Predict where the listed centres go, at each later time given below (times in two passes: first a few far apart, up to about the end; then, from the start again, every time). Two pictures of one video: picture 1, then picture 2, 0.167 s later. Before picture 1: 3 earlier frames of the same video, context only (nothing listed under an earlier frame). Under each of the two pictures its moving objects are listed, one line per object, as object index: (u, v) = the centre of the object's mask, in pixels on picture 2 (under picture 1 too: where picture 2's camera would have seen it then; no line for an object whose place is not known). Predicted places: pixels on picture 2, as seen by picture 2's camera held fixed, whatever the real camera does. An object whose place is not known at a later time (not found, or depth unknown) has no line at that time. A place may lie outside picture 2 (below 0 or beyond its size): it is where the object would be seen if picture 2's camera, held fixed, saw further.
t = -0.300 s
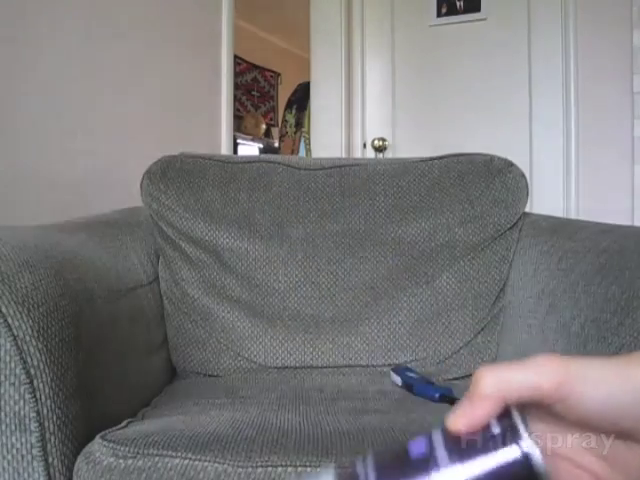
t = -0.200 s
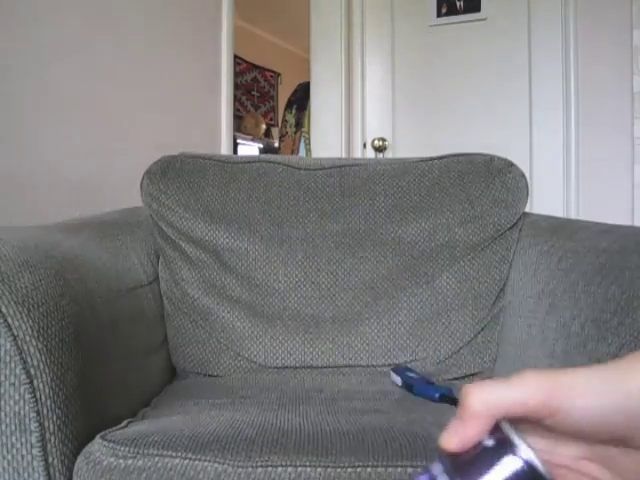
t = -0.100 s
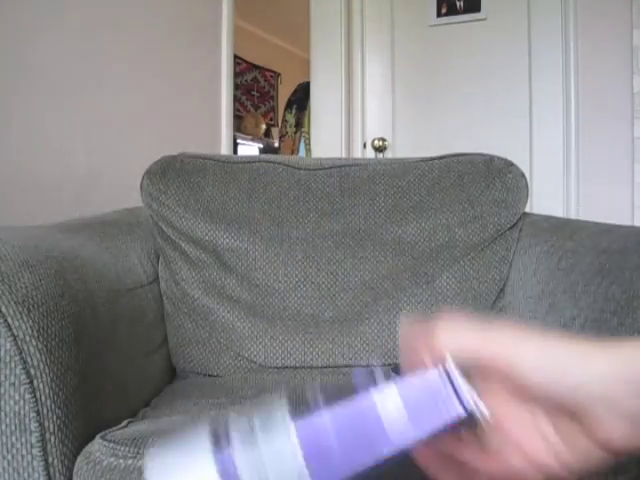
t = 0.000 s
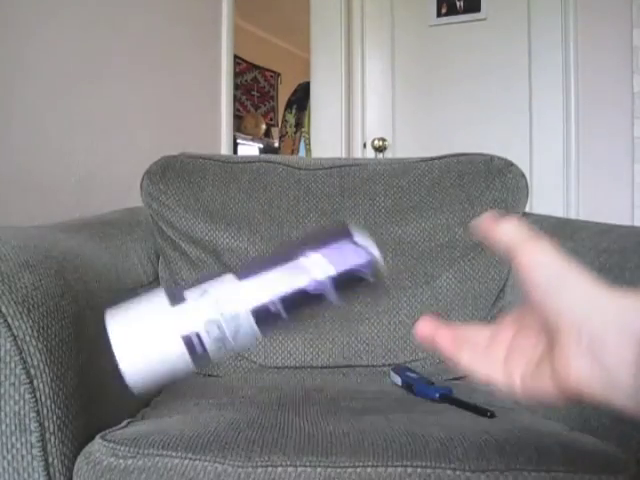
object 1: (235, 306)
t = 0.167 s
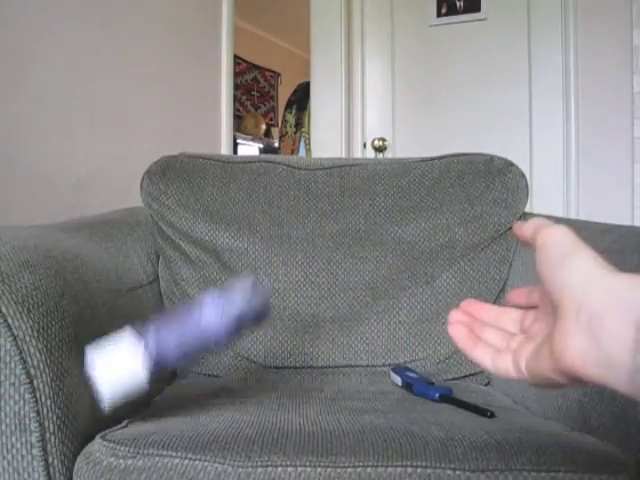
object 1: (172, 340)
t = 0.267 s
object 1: (172, 393)
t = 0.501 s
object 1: (177, 390)
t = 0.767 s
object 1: (161, 391)
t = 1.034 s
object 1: (159, 391)
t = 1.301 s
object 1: (159, 391)
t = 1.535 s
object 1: (159, 391)
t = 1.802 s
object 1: (159, 391)
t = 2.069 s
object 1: (160, 391)
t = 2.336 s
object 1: (160, 391)
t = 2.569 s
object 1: (160, 391)
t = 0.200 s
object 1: (169, 366)
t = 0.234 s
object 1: (168, 390)
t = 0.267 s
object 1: (172, 393)
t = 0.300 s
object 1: (175, 386)
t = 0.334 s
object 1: (175, 383)
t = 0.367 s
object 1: (176, 389)
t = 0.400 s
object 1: (178, 391)
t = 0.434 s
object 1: (179, 389)
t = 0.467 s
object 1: (179, 390)
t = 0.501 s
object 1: (177, 390)
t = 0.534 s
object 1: (175, 390)
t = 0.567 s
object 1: (174, 390)
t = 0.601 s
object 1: (172, 390)
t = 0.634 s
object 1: (169, 390)
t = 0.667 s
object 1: (167, 390)
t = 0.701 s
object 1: (165, 391)
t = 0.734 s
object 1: (163, 391)
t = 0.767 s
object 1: (161, 391)
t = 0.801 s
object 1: (160, 391)
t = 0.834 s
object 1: (158, 391)
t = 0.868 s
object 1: (157, 390)
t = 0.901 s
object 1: (157, 390)
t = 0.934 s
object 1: (157, 390)
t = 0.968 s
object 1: (157, 391)
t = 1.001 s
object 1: (158, 391)
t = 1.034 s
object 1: (159, 391)
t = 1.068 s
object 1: (159, 391)
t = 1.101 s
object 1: (160, 391)
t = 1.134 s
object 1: (160, 391)
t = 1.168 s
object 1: (160, 391)
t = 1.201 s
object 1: (160, 391)
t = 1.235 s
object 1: (159, 391)
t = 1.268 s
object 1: (160, 391)
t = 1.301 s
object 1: (159, 391)
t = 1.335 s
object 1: (159, 391)
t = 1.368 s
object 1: (159, 391)
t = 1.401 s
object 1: (159, 391)
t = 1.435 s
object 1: (159, 391)
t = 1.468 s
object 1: (159, 391)
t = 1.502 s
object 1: (159, 391)
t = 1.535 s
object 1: (159, 391)
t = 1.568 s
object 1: (159, 391)
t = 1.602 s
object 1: (159, 391)
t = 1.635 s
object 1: (160, 391)
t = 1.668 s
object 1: (159, 391)
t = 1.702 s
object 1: (160, 391)
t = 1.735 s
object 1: (159, 391)
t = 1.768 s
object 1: (160, 391)
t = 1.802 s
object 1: (159, 391)
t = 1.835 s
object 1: (159, 391)
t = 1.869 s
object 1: (160, 391)
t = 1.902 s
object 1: (160, 391)
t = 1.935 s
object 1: (160, 391)
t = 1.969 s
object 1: (160, 391)
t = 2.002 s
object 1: (160, 391)
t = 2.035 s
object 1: (160, 391)
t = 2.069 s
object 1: (160, 391)
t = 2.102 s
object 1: (160, 391)
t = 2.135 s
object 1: (159, 391)
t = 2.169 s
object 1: (160, 391)
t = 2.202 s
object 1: (160, 391)
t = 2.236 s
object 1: (160, 391)
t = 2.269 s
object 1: (160, 391)
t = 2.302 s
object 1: (159, 391)
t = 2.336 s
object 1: (160, 391)
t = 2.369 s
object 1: (160, 391)
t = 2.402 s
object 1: (159, 391)
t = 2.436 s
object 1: (160, 391)
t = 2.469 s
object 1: (160, 391)
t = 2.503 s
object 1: (159, 391)
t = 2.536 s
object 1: (160, 391)
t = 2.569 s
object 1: (160, 391)
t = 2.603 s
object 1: (160, 391)
